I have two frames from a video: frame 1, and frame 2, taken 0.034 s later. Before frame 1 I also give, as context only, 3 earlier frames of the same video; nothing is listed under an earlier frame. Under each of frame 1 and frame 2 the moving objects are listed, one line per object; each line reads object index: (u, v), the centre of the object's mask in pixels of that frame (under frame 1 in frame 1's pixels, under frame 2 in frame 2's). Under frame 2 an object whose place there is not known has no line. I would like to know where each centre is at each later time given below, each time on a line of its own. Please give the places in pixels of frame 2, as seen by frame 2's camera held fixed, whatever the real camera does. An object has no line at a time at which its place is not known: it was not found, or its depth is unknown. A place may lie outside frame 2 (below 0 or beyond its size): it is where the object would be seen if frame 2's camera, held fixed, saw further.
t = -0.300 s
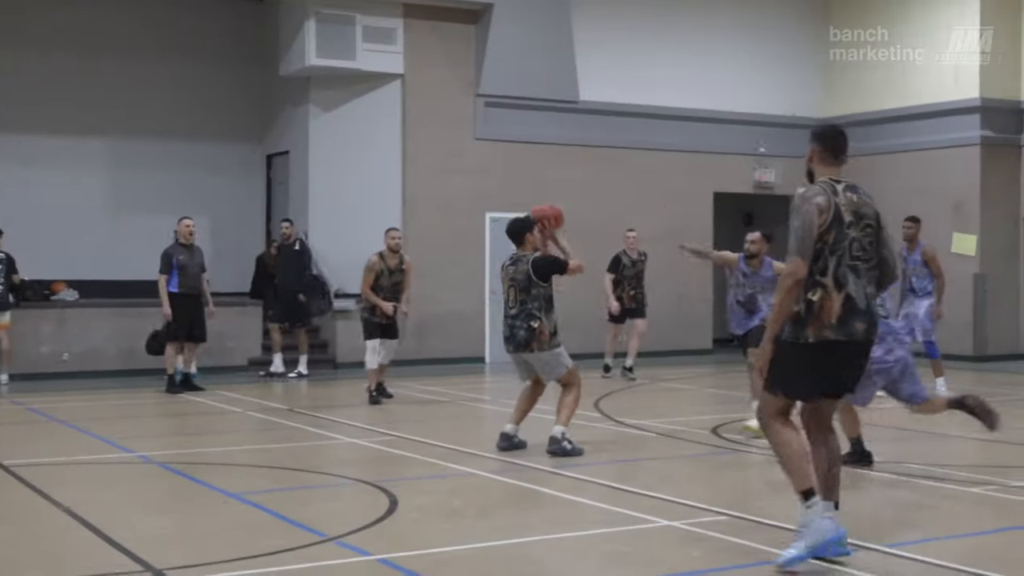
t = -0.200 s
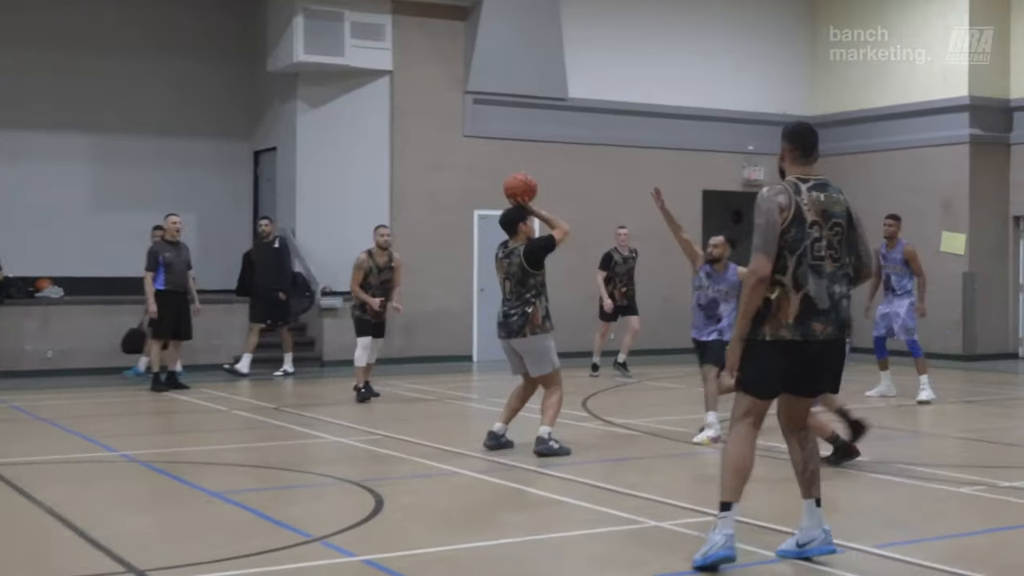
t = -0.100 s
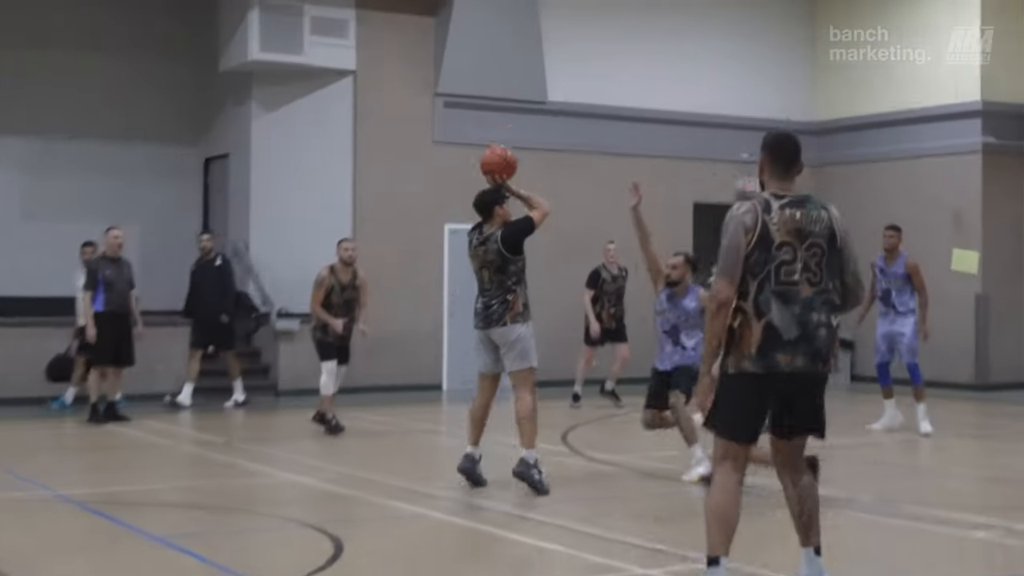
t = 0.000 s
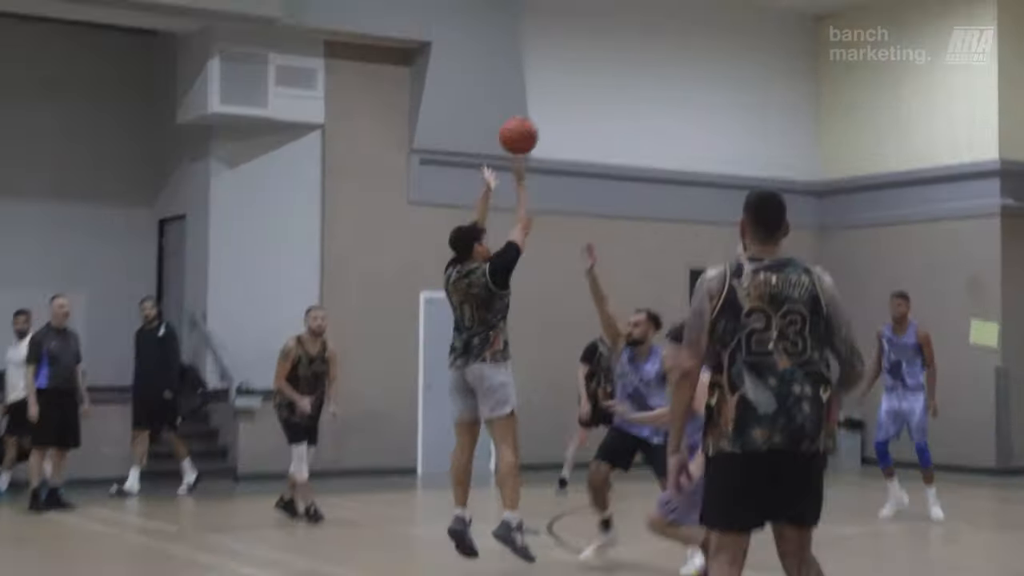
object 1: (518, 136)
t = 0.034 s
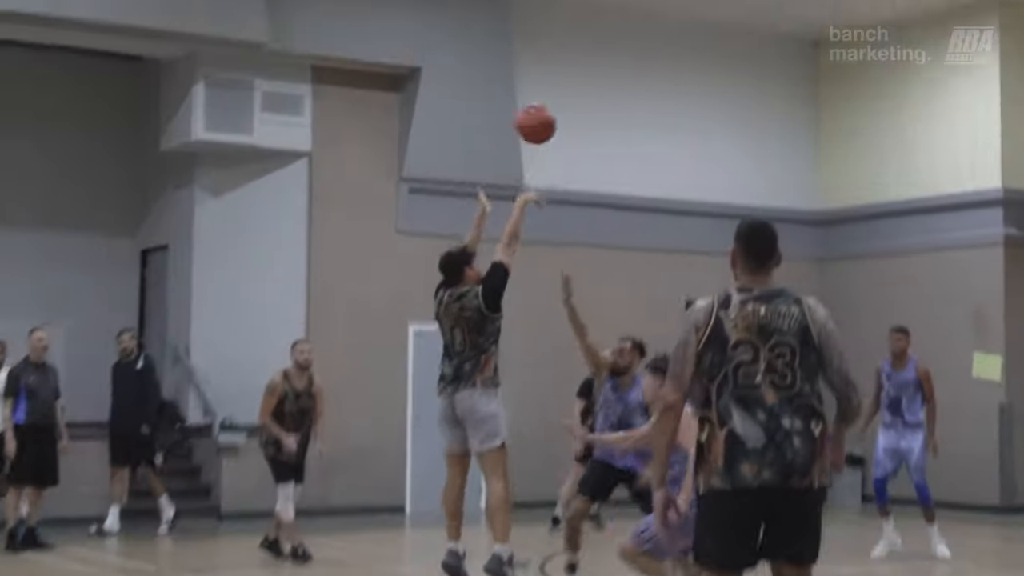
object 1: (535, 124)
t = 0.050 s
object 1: (549, 107)
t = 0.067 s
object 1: (562, 85)
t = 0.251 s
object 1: (691, -58)
